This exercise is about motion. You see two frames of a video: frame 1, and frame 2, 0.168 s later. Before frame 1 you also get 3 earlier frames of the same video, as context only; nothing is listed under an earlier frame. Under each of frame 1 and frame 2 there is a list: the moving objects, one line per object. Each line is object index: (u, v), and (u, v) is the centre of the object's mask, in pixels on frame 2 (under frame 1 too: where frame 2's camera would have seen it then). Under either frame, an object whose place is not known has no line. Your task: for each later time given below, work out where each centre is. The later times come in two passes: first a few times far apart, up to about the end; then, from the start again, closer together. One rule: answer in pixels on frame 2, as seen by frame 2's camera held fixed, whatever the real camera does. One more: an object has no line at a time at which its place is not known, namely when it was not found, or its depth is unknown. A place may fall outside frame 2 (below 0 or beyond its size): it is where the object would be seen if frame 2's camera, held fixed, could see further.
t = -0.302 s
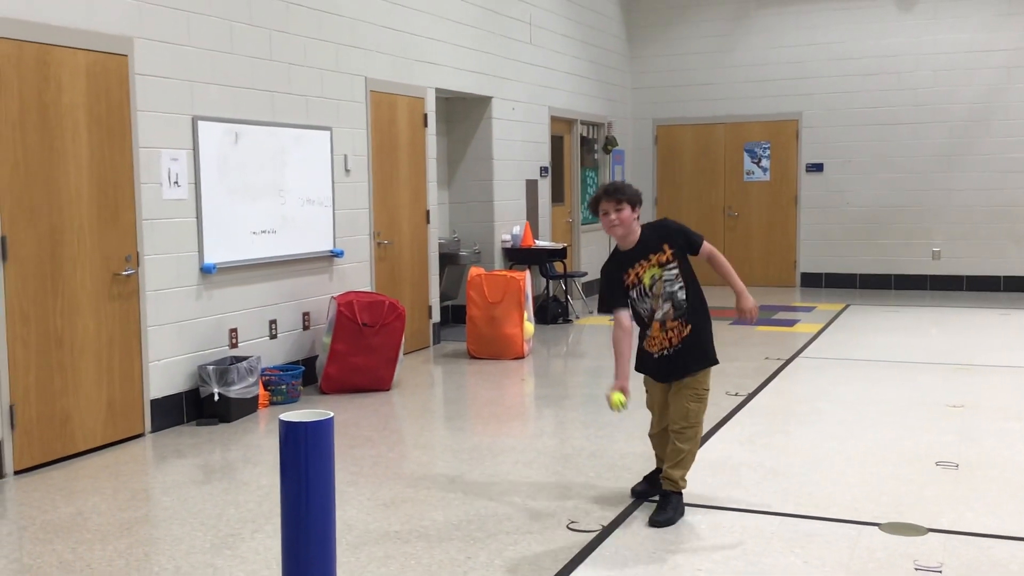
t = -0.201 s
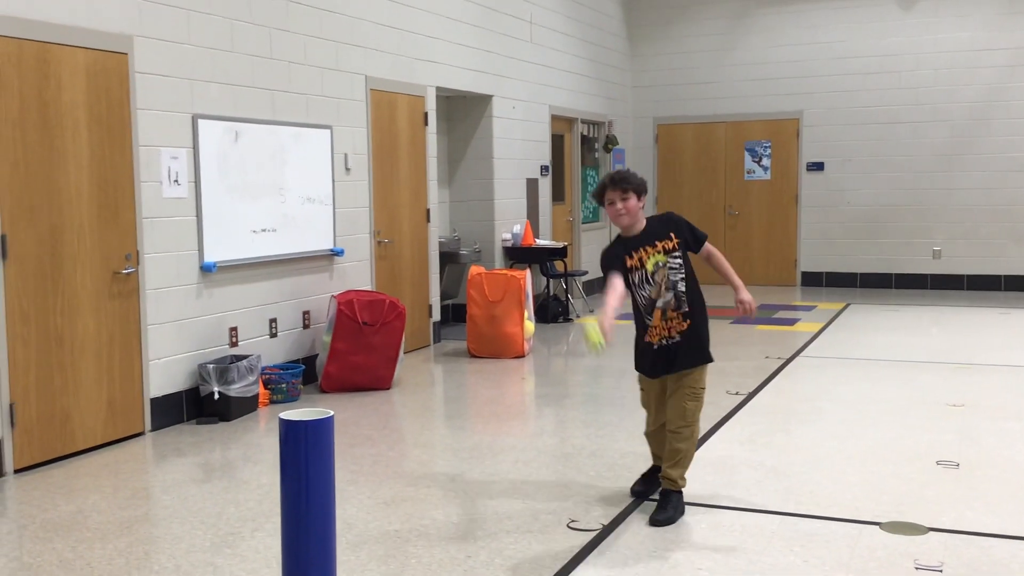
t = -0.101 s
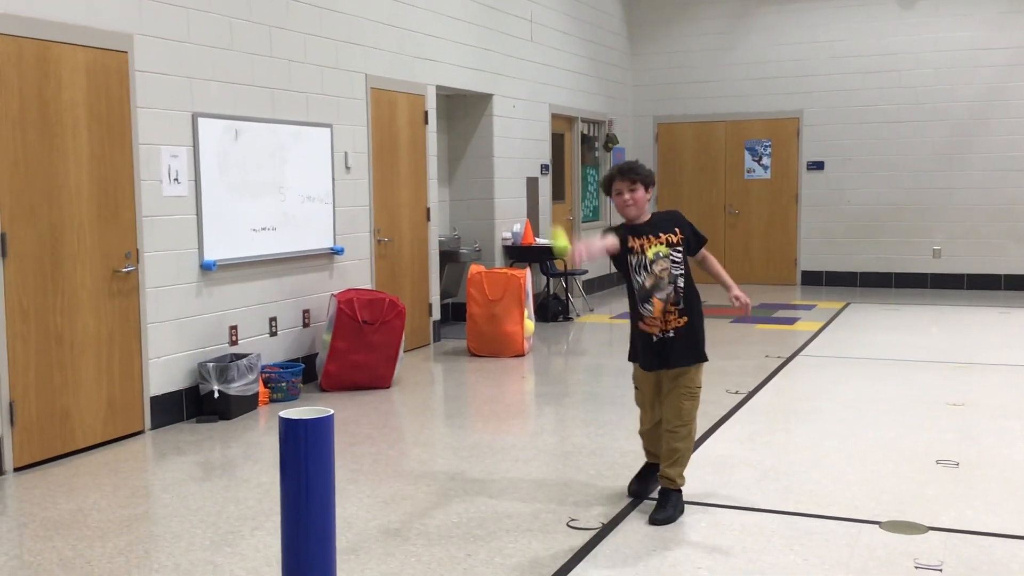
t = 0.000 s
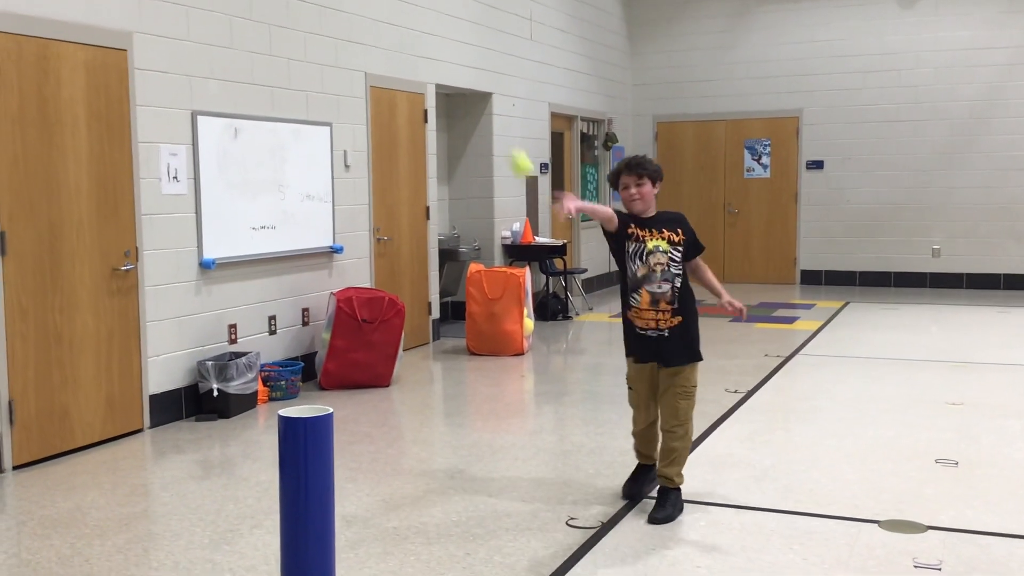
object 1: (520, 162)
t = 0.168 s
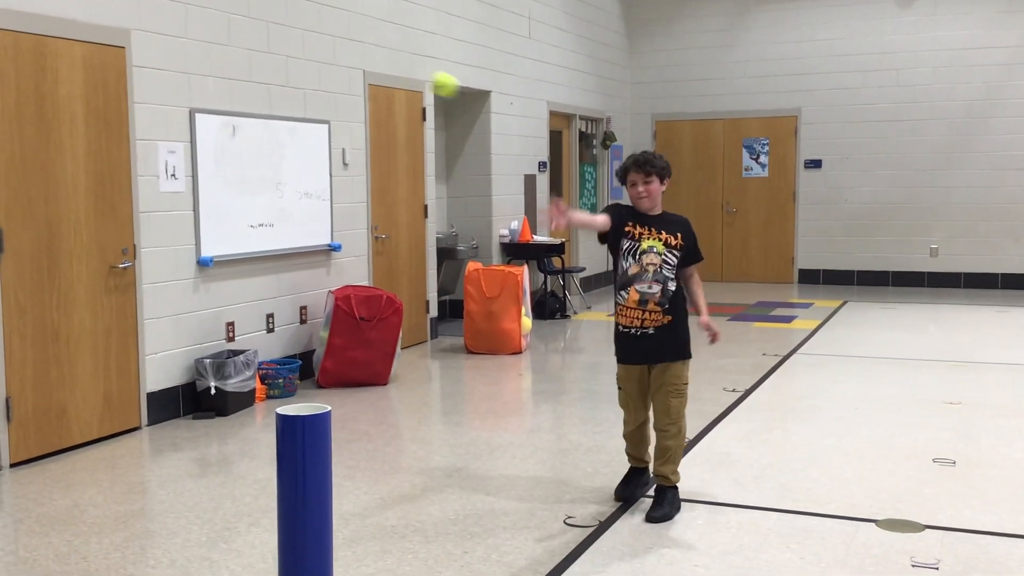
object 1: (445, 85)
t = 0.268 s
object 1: (392, 77)
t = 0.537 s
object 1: (208, 286)
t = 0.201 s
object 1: (428, 78)
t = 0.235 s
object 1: (410, 76)
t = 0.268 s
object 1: (392, 77)
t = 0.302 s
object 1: (372, 84)
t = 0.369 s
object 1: (330, 109)
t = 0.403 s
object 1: (308, 132)
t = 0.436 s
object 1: (284, 162)
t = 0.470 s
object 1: (258, 197)
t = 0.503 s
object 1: (235, 236)
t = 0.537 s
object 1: (208, 286)
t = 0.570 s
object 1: (179, 347)
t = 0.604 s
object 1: (149, 413)
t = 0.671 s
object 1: (87, 562)
